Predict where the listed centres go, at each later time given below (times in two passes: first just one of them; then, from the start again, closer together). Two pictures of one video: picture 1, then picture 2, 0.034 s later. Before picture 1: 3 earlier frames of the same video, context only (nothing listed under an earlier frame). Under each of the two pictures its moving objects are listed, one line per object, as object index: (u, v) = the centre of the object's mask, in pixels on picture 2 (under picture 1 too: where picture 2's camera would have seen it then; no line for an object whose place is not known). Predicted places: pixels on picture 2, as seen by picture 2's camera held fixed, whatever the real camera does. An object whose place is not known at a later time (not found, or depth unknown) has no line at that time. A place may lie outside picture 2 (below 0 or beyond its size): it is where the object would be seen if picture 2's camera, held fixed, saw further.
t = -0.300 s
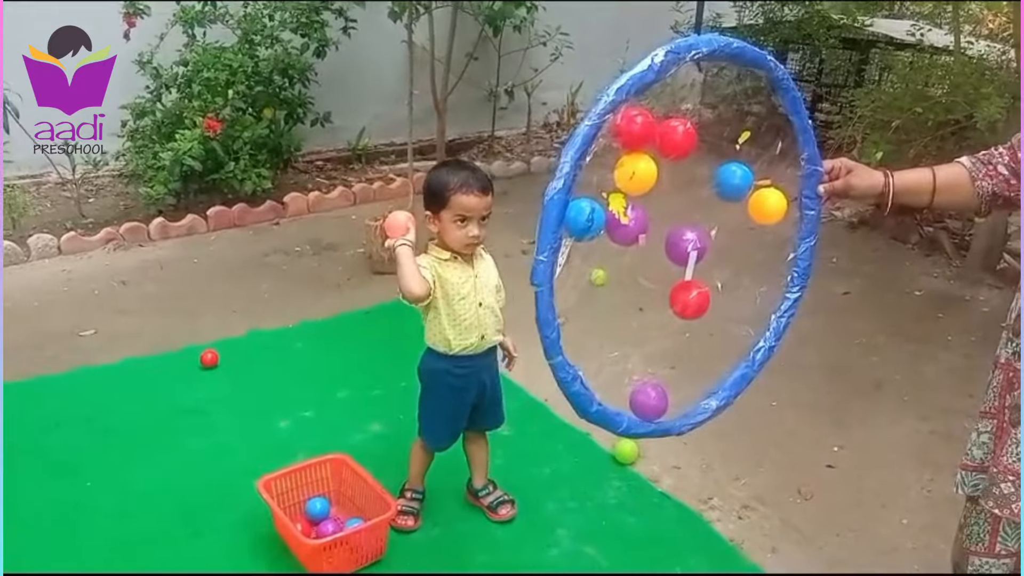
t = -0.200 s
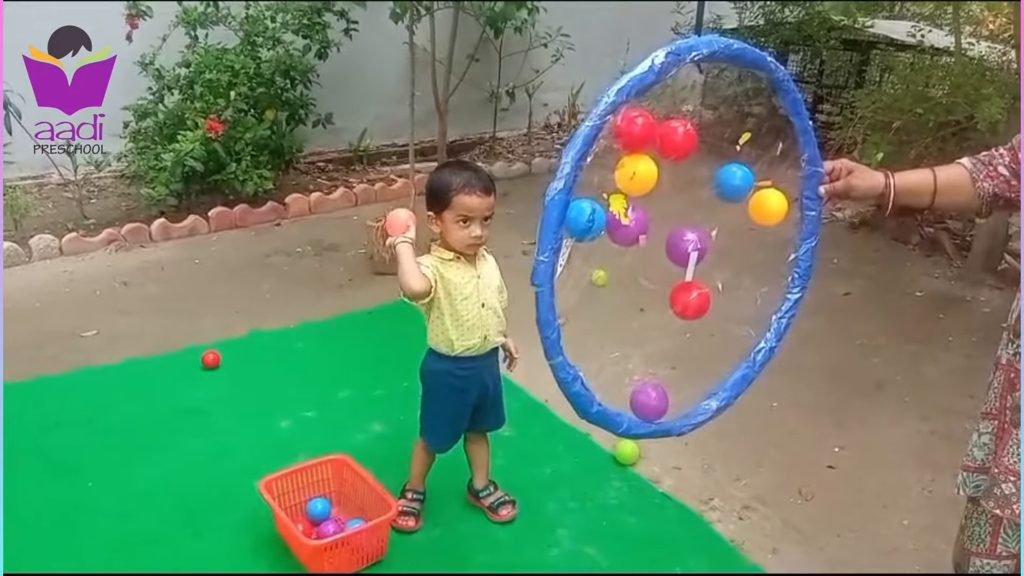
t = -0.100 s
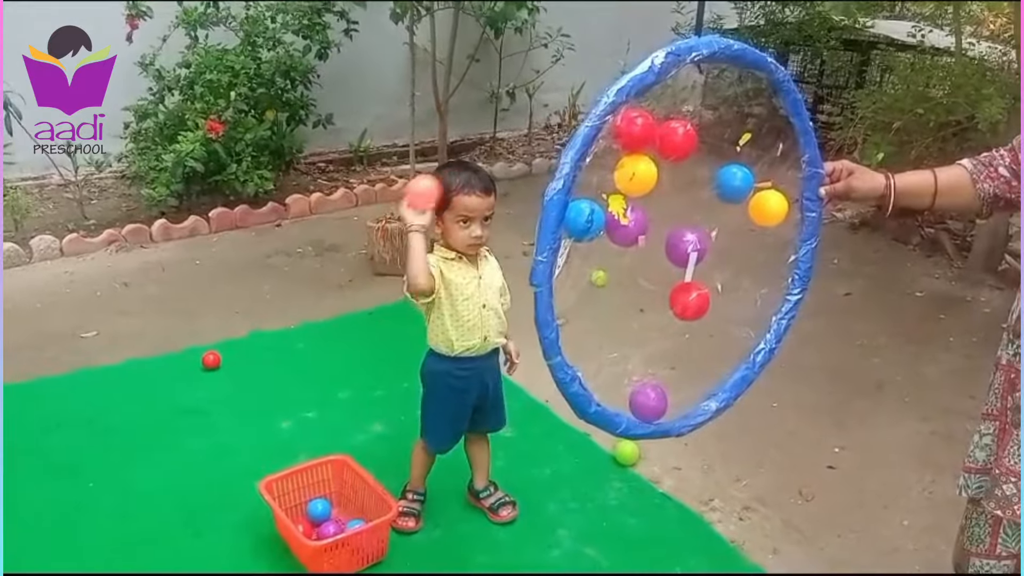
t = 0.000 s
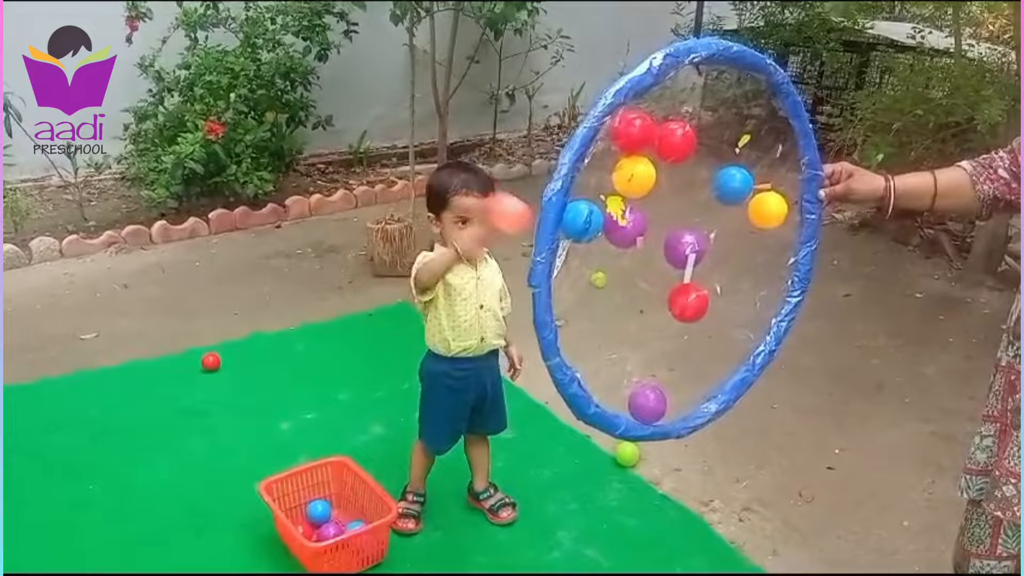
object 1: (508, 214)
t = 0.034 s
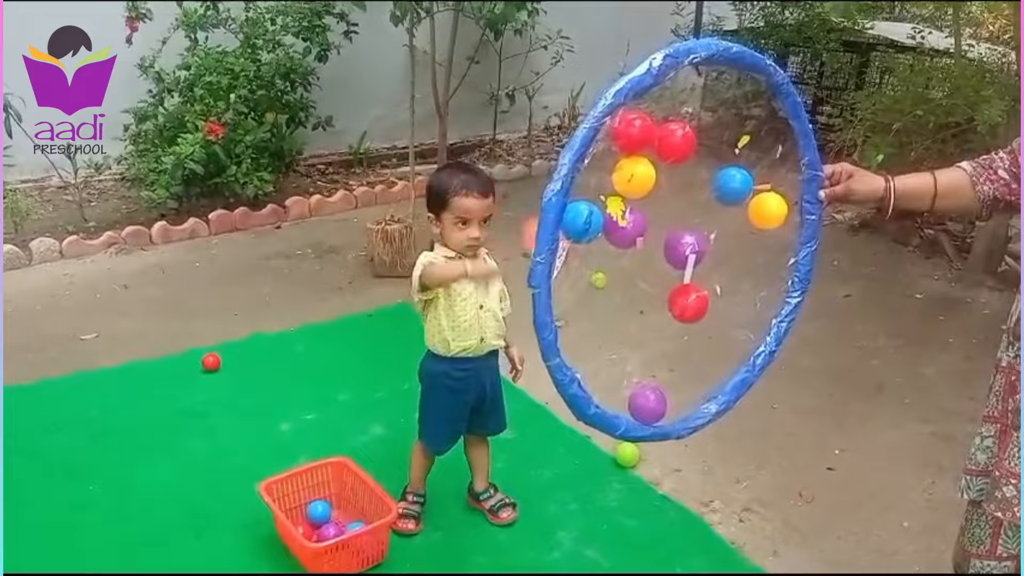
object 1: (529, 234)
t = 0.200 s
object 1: (680, 417)
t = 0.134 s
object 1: (668, 372)
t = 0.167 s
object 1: (685, 404)
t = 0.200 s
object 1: (680, 417)
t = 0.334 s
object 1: (636, 558)
